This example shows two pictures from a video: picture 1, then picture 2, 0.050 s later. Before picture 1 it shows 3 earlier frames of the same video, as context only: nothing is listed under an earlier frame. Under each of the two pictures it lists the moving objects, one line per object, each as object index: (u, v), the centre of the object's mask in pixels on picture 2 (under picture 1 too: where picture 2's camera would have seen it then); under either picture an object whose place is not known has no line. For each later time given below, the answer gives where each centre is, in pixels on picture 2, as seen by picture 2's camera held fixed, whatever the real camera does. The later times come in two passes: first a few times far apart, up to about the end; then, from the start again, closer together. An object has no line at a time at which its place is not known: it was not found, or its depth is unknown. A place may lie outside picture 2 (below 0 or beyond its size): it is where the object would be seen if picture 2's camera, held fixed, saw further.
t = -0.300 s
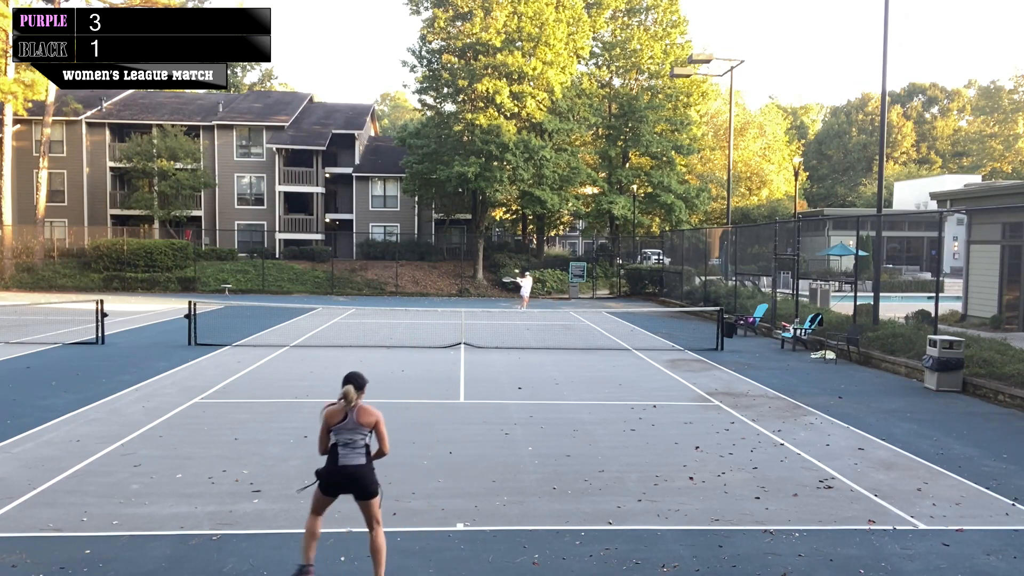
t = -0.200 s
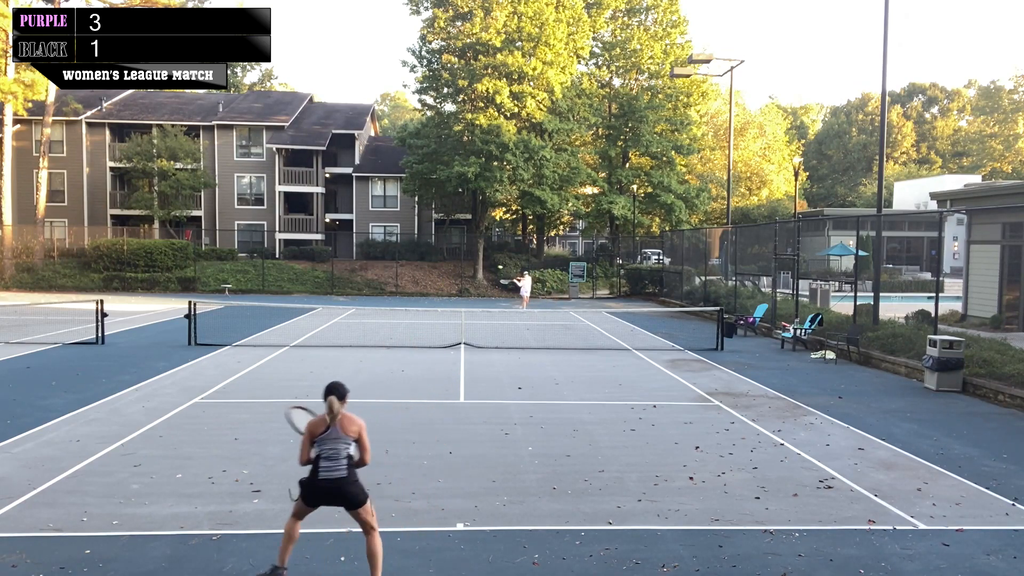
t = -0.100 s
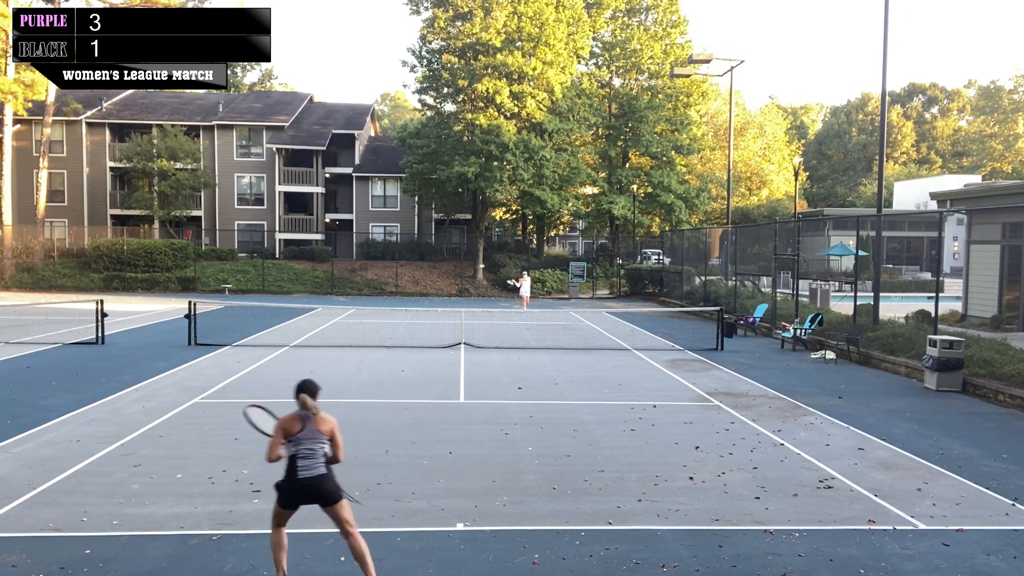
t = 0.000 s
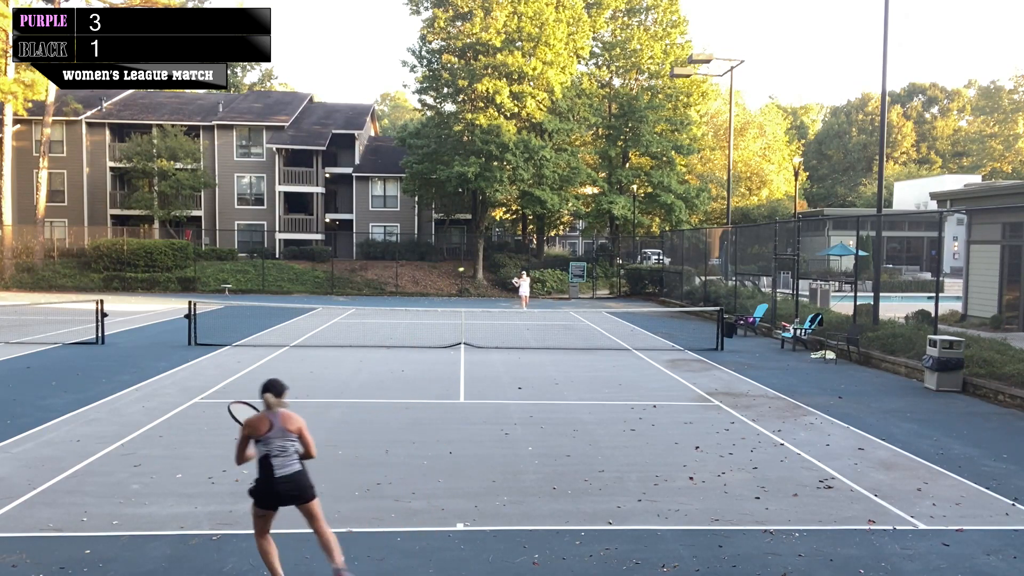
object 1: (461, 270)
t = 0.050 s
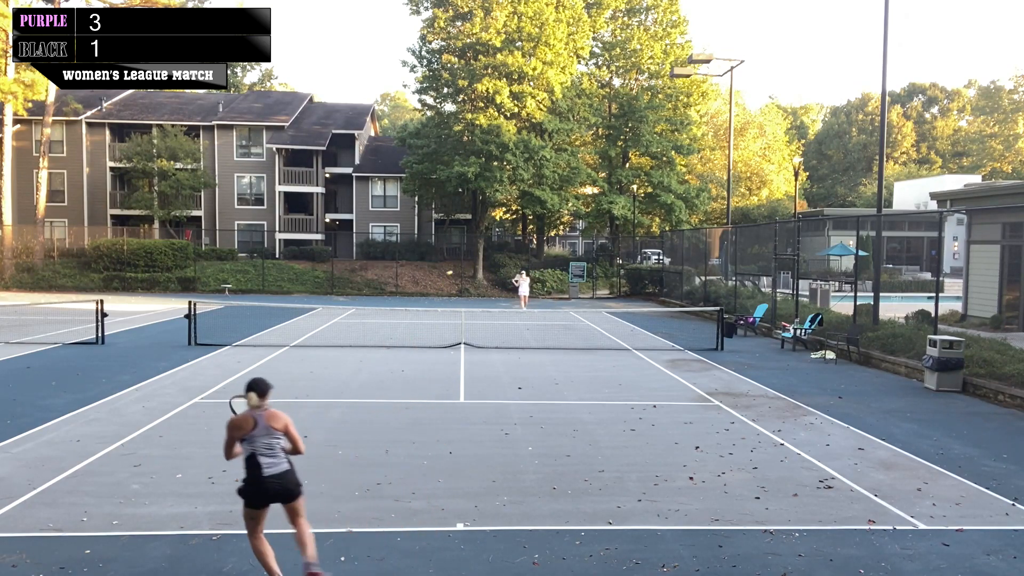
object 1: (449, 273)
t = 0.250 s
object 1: (394, 301)
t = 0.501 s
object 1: (295, 390)
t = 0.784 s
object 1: (177, 380)
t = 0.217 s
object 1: (405, 294)
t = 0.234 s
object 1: (400, 297)
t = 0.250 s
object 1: (394, 301)
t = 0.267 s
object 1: (389, 305)
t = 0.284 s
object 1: (384, 309)
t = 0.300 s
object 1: (379, 313)
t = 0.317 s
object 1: (372, 318)
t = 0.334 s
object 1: (366, 323)
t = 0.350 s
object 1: (359, 328)
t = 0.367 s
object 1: (354, 333)
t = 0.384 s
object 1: (347, 339)
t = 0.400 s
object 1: (340, 345)
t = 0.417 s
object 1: (333, 351)
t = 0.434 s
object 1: (326, 358)
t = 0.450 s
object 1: (319, 365)
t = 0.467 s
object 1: (311, 373)
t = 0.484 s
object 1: (302, 382)
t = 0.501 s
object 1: (295, 390)
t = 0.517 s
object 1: (286, 399)
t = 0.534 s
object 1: (277, 409)
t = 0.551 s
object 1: (268, 418)
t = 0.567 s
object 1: (262, 418)
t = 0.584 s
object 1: (256, 414)
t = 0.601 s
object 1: (250, 410)
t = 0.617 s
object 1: (245, 406)
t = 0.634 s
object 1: (239, 403)
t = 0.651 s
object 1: (232, 399)
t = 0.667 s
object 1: (226, 397)
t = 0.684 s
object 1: (220, 394)
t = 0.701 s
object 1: (213, 391)
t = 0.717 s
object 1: (206, 389)
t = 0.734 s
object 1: (199, 386)
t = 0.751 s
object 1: (192, 384)
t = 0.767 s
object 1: (184, 382)
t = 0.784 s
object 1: (177, 380)
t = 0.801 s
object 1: (169, 379)
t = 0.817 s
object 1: (161, 378)
